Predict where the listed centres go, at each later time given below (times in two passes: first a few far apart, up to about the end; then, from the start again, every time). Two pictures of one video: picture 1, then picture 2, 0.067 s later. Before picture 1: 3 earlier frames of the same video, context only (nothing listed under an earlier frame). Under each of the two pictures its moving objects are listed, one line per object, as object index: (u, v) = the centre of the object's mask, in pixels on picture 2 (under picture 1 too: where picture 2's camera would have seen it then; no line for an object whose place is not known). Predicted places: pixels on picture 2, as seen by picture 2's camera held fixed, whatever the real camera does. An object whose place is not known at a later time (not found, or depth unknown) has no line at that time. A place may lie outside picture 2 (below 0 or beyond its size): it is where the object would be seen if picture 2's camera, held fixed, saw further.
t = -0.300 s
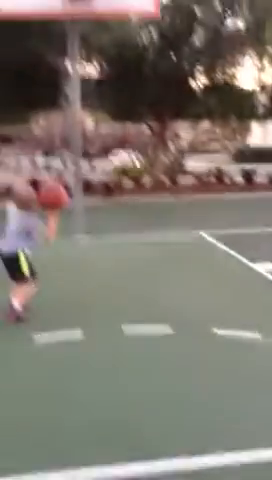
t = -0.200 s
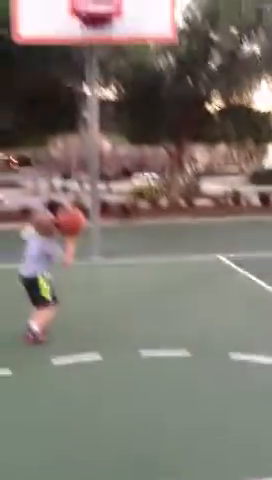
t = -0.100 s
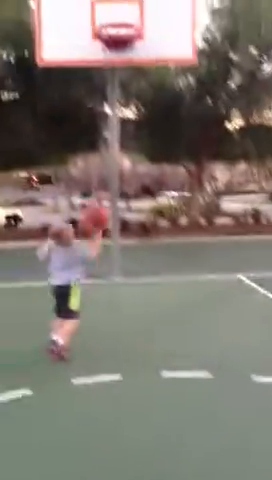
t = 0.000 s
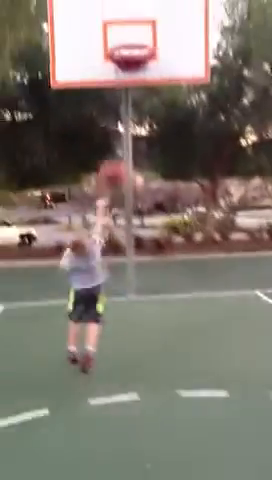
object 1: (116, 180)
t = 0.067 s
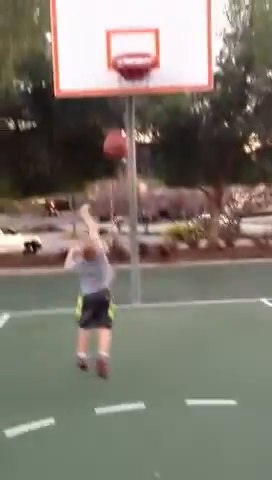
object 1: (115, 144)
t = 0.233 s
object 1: (115, 79)
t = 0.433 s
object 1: (115, 58)
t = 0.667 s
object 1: (76, 78)
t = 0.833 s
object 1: (47, 131)
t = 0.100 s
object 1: (114, 128)
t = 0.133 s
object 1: (115, 115)
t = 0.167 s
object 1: (115, 104)
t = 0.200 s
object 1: (116, 92)
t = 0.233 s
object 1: (115, 79)
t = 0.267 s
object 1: (116, 73)
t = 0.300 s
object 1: (116, 70)
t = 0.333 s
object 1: (116, 64)
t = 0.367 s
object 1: (117, 60)
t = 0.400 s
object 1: (117, 58)
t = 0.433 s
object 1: (115, 58)
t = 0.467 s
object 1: (109, 57)
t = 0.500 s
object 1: (103, 57)
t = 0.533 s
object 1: (97, 59)
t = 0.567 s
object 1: (92, 62)
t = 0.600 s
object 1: (87, 65)
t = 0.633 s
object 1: (81, 71)
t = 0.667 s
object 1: (76, 78)
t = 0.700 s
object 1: (70, 85)
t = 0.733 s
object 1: (65, 94)
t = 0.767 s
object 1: (58, 105)
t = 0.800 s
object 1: (53, 115)
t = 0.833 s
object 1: (47, 131)
